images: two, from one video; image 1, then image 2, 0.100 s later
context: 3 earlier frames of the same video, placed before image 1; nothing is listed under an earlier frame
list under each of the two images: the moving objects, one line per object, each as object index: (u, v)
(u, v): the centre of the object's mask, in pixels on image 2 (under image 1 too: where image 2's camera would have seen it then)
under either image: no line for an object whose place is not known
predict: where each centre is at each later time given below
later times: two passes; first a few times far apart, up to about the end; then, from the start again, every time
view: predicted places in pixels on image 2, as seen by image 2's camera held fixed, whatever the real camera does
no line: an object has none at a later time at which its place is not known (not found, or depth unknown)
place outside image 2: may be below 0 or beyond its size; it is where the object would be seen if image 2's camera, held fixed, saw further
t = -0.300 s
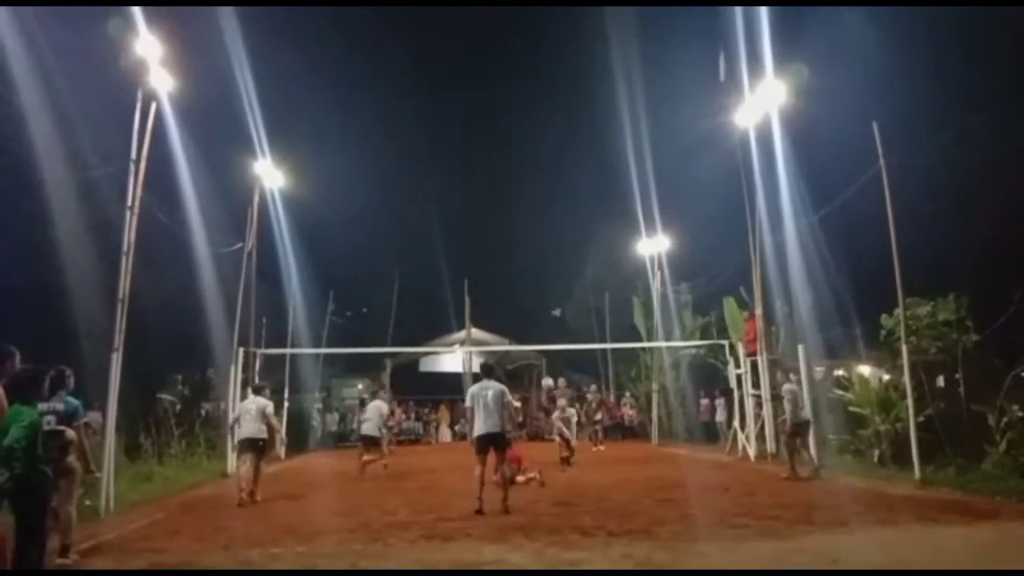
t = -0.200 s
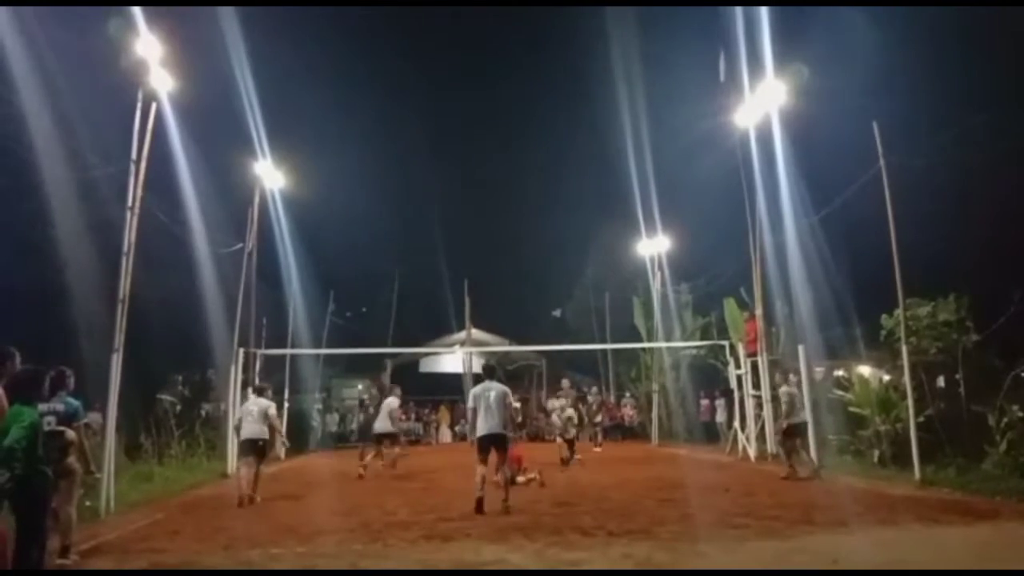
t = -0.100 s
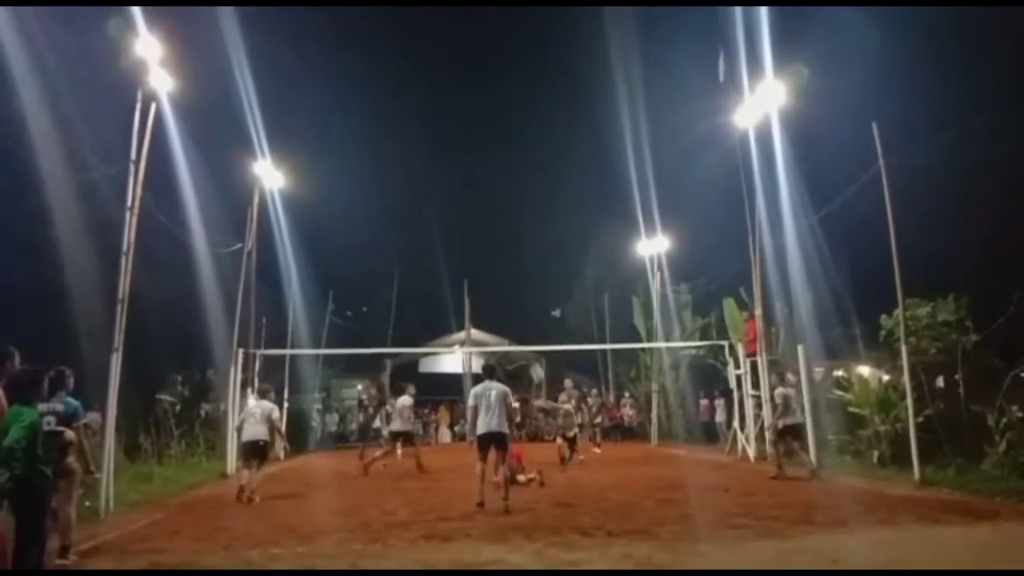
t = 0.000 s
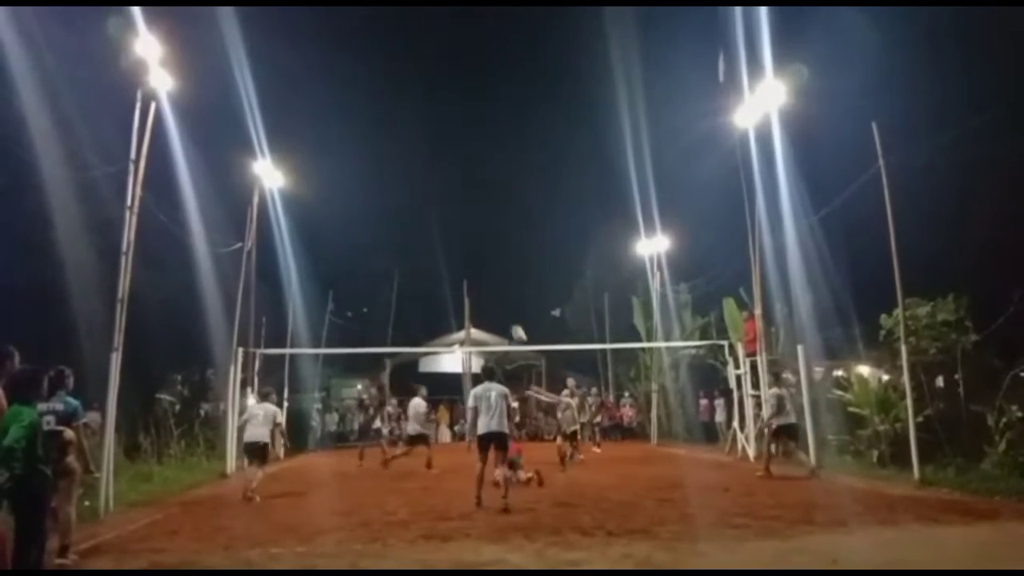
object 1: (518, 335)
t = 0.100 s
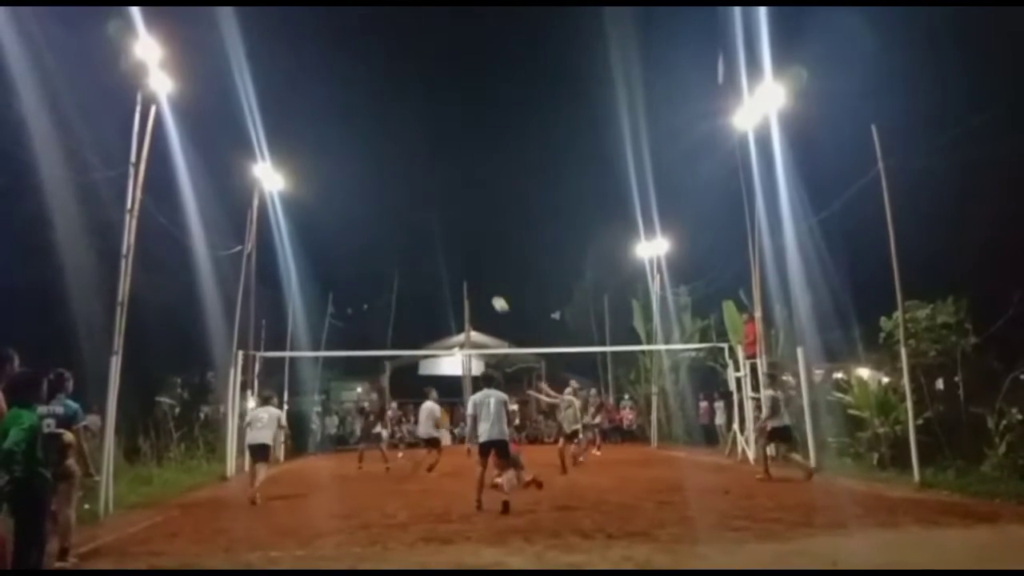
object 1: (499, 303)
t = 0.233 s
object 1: (476, 269)
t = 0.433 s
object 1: (443, 238)
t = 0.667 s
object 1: (404, 228)
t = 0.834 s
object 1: (377, 240)
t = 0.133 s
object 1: (493, 294)
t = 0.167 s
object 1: (487, 285)
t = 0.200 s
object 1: (482, 277)
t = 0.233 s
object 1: (476, 269)
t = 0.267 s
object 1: (470, 262)
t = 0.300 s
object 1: (464, 255)
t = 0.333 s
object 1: (459, 250)
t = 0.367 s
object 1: (453, 246)
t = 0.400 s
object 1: (448, 241)
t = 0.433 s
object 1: (443, 238)
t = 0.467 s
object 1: (437, 234)
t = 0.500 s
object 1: (431, 232)
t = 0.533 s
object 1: (426, 230)
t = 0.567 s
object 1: (420, 228)
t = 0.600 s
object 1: (415, 228)
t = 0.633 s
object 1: (410, 228)
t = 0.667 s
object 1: (404, 228)
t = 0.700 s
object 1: (399, 229)
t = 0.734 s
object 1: (393, 231)
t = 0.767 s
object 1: (388, 233)
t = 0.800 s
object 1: (382, 236)
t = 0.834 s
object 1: (377, 240)
